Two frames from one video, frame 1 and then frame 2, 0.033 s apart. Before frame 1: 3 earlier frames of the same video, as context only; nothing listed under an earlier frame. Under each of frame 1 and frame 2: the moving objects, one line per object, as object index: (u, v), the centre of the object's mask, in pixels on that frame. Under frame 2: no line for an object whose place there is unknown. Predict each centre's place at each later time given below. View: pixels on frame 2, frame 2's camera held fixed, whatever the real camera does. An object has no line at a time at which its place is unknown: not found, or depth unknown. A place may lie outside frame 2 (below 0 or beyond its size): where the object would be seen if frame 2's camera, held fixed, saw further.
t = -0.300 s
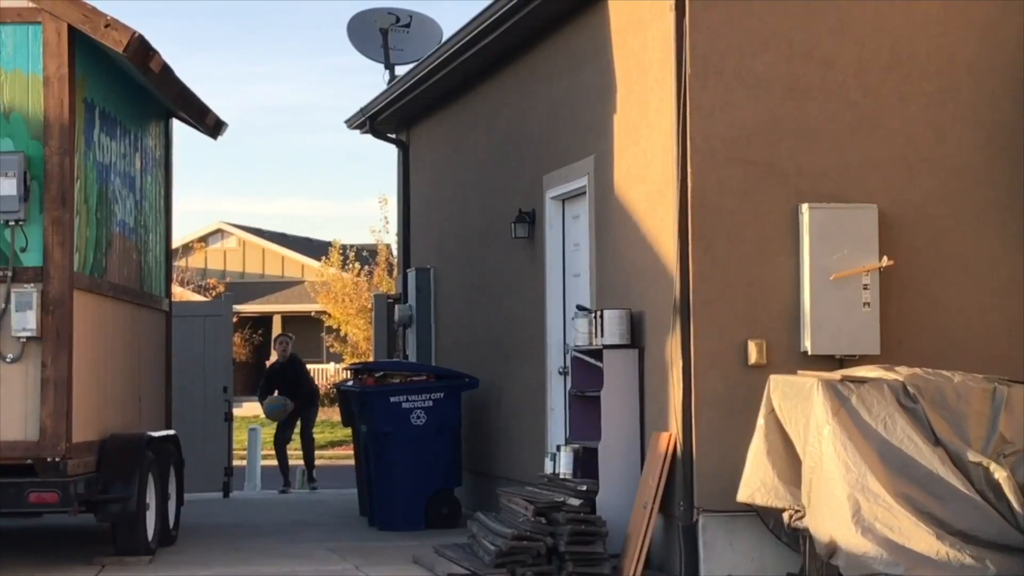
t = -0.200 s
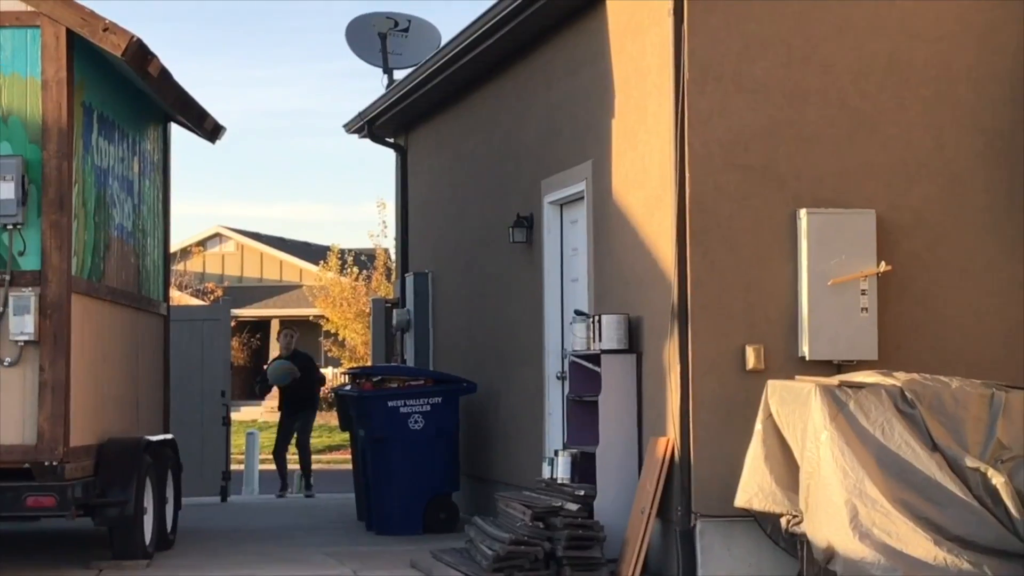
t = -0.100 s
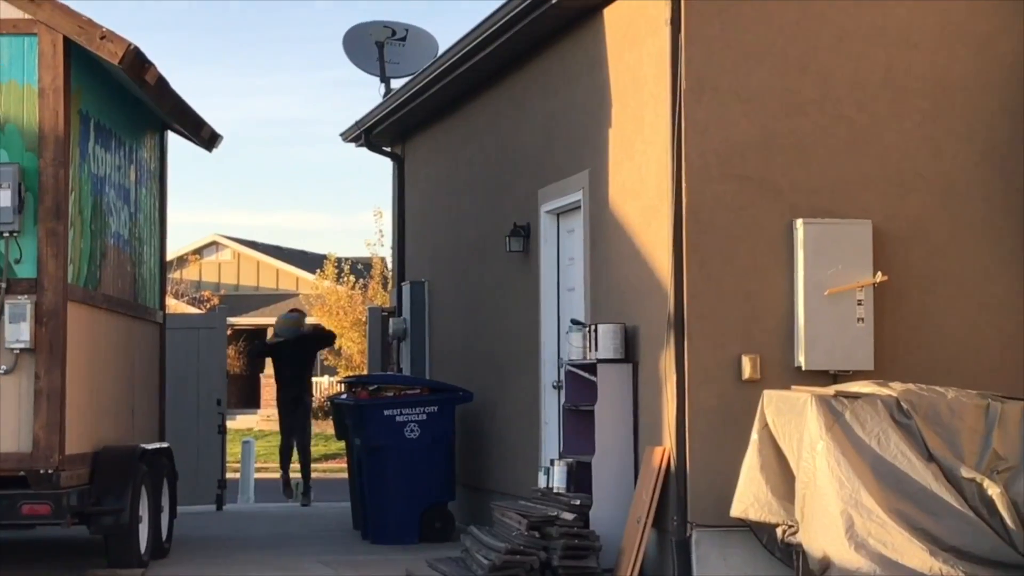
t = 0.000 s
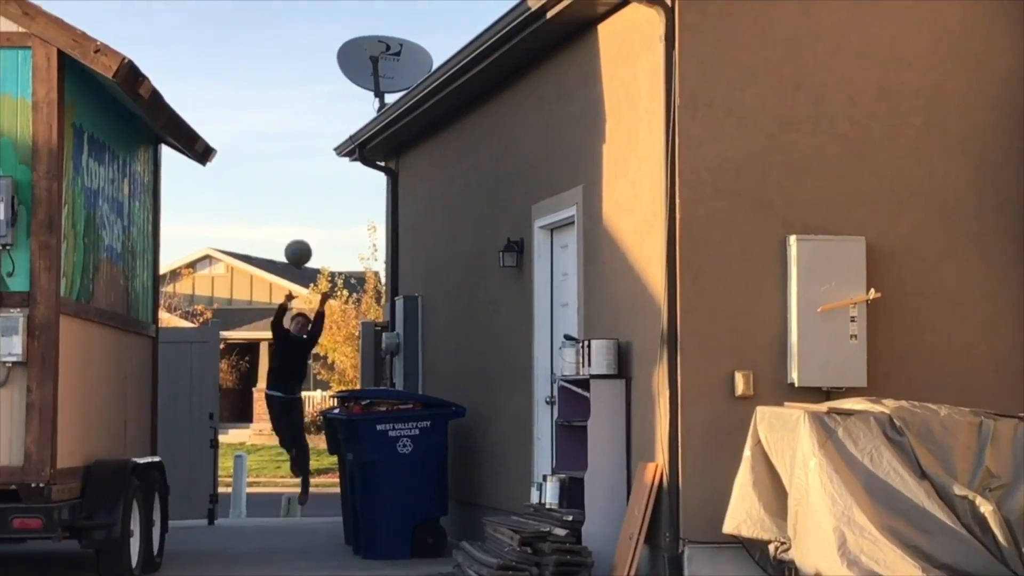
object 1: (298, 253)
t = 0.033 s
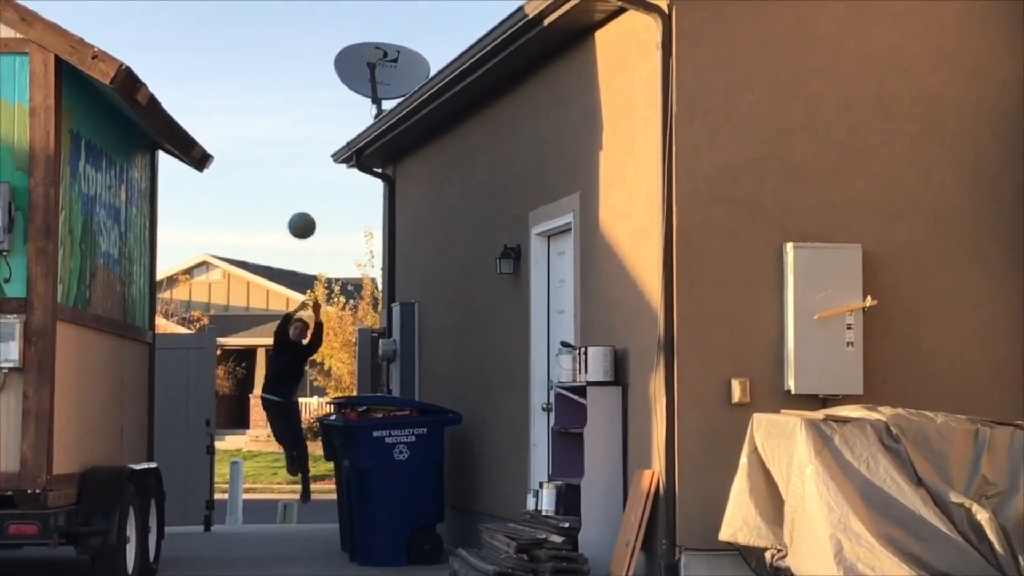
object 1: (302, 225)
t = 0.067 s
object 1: (308, 194)
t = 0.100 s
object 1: (314, 162)
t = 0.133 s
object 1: (320, 132)
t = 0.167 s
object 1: (326, 100)
